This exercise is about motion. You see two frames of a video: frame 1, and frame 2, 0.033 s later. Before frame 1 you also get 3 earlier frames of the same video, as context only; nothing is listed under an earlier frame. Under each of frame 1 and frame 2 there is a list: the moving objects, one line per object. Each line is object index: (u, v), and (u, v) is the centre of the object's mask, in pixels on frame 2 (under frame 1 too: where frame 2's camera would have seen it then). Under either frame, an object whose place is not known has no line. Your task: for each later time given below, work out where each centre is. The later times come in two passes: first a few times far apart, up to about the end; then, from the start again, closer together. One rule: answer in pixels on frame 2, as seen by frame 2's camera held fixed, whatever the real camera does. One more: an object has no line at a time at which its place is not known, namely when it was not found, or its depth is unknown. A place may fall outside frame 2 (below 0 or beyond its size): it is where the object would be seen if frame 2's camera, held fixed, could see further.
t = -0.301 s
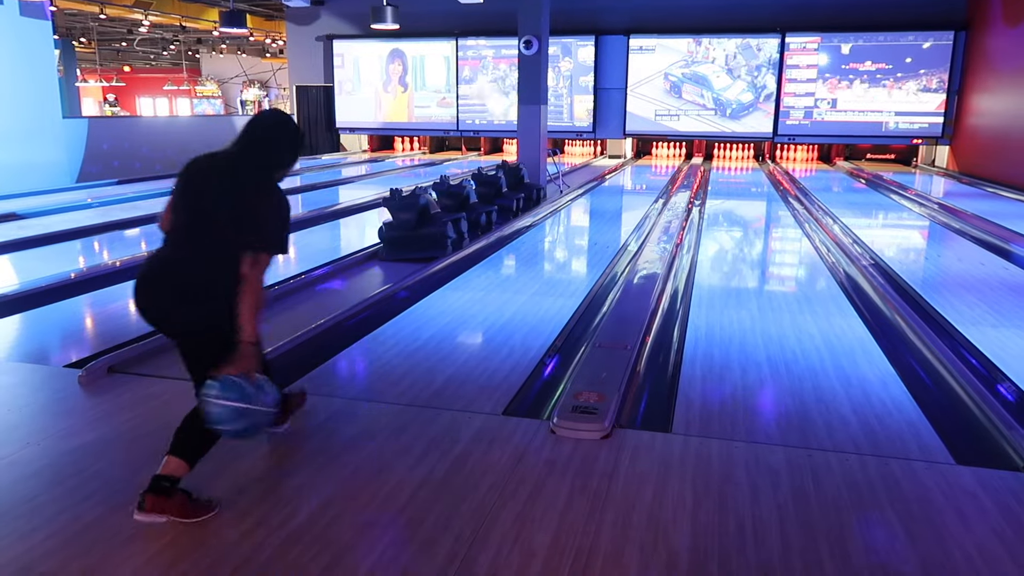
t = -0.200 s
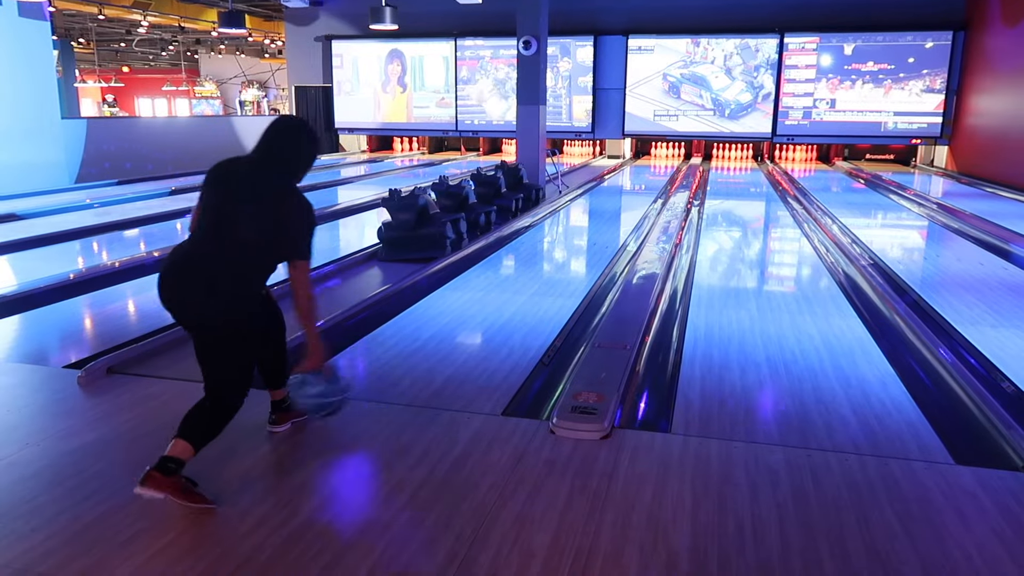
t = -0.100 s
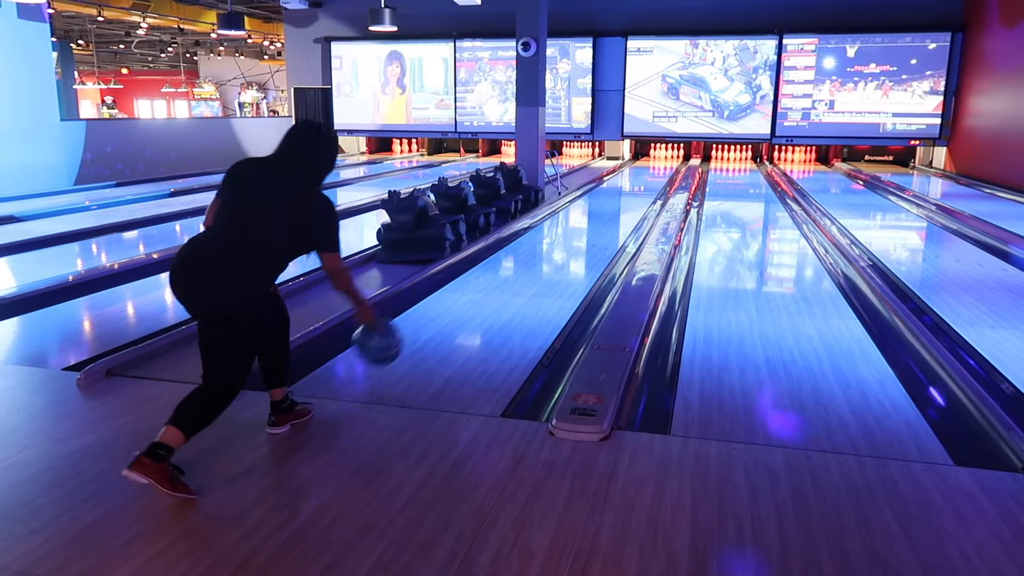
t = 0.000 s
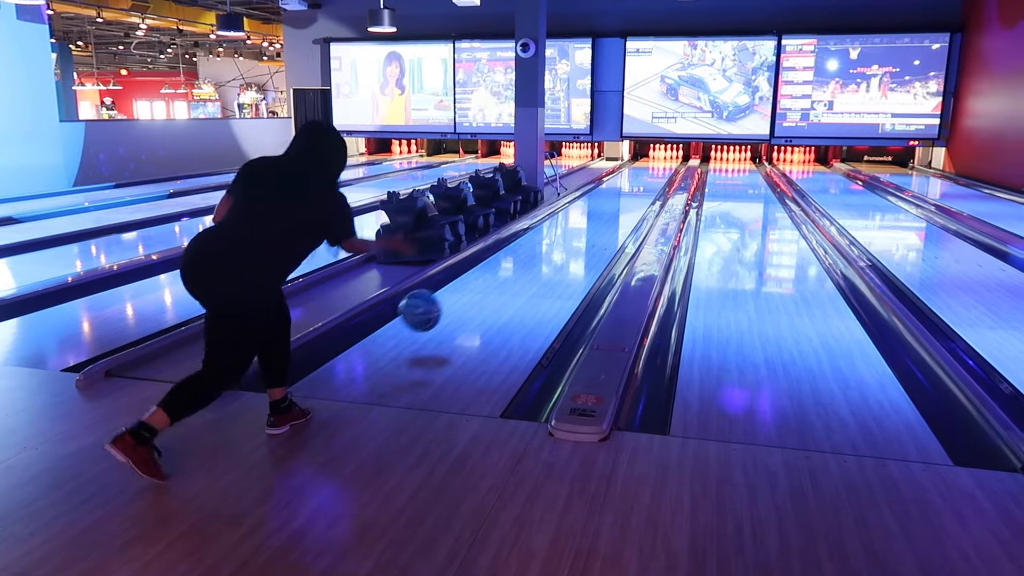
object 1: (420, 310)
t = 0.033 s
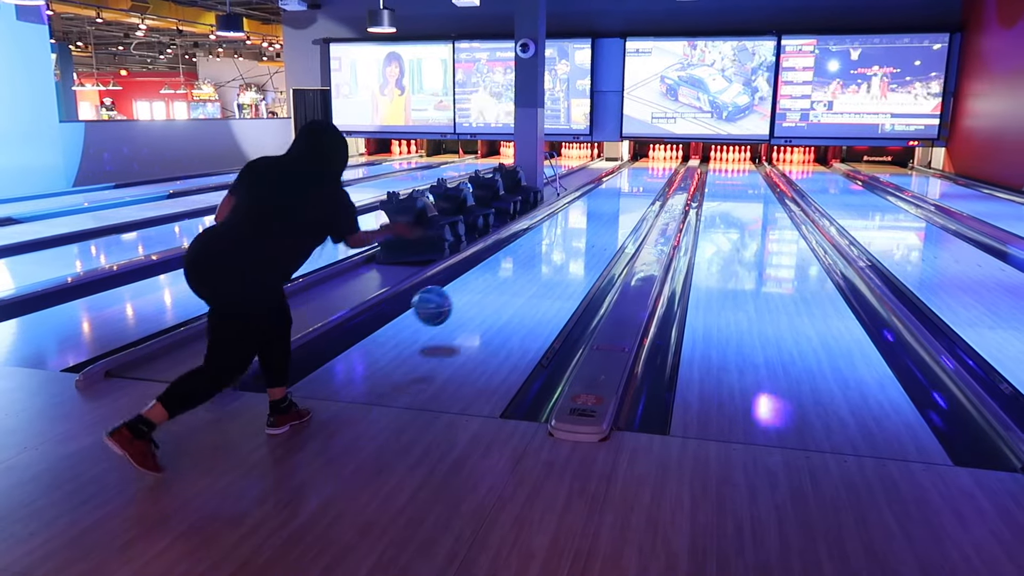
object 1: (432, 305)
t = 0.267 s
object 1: (494, 283)
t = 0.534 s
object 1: (537, 247)
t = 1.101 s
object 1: (586, 206)
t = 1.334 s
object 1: (598, 196)
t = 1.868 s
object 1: (619, 180)
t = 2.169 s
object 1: (627, 174)
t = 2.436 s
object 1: (631, 168)
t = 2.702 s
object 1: (636, 164)
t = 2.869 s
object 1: (639, 162)
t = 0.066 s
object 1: (443, 303)
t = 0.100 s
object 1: (454, 303)
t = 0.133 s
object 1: (463, 304)
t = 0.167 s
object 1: (472, 302)
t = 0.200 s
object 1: (480, 295)
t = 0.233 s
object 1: (488, 289)
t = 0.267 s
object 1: (494, 283)
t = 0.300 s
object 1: (501, 280)
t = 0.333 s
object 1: (507, 274)
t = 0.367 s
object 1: (512, 269)
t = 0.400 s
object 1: (518, 264)
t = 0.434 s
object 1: (523, 259)
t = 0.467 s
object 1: (528, 254)
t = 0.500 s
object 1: (532, 251)
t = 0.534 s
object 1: (537, 247)
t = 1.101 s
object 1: (586, 206)
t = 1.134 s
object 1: (588, 204)
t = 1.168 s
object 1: (590, 203)
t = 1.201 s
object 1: (592, 201)
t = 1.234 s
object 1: (594, 200)
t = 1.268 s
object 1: (595, 199)
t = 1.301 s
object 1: (597, 198)
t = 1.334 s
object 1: (598, 196)
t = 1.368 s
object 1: (600, 195)
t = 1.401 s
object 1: (602, 194)
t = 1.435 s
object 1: (603, 193)
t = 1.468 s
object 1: (604, 191)
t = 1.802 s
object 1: (617, 182)
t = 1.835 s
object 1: (617, 181)
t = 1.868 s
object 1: (619, 180)
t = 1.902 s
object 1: (620, 179)
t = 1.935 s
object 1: (621, 178)
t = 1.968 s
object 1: (622, 178)
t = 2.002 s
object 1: (623, 176)
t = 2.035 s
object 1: (623, 176)
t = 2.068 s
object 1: (624, 175)
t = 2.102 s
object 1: (624, 175)
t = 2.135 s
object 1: (625, 177)
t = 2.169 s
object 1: (627, 174)
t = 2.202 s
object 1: (627, 173)
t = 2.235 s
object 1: (628, 172)
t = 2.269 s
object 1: (628, 172)
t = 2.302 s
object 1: (629, 171)
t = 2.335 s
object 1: (629, 170)
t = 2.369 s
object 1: (631, 169)
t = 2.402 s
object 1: (631, 169)
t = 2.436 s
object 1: (631, 168)
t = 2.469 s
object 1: (632, 169)
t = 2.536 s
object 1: (634, 166)
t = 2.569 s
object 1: (634, 166)
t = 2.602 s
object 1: (635, 165)
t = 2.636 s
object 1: (636, 165)
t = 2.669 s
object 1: (636, 164)
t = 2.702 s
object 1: (636, 164)
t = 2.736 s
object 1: (637, 164)
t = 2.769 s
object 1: (638, 163)
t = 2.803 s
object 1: (638, 163)
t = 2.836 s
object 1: (639, 162)
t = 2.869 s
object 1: (639, 162)
